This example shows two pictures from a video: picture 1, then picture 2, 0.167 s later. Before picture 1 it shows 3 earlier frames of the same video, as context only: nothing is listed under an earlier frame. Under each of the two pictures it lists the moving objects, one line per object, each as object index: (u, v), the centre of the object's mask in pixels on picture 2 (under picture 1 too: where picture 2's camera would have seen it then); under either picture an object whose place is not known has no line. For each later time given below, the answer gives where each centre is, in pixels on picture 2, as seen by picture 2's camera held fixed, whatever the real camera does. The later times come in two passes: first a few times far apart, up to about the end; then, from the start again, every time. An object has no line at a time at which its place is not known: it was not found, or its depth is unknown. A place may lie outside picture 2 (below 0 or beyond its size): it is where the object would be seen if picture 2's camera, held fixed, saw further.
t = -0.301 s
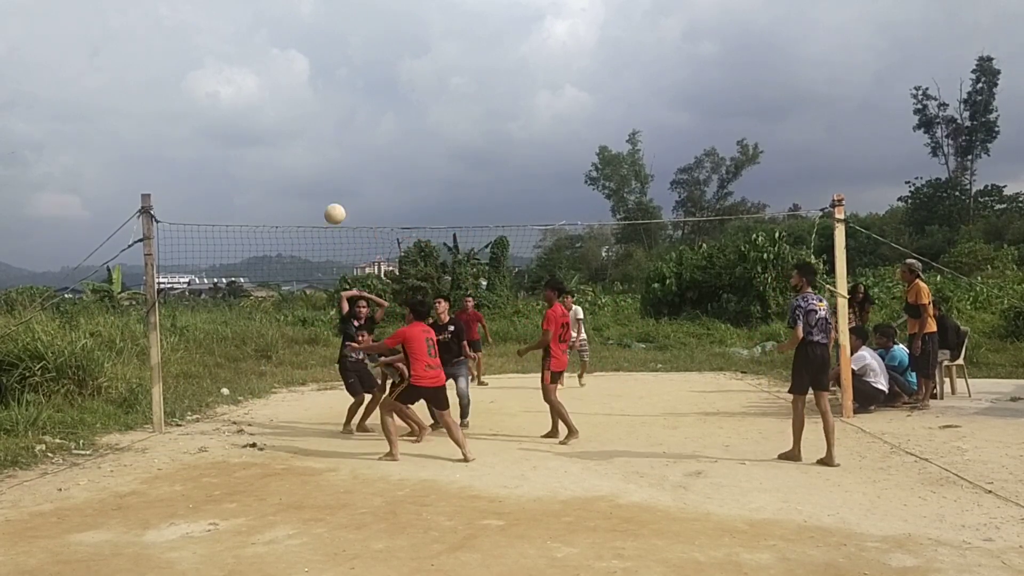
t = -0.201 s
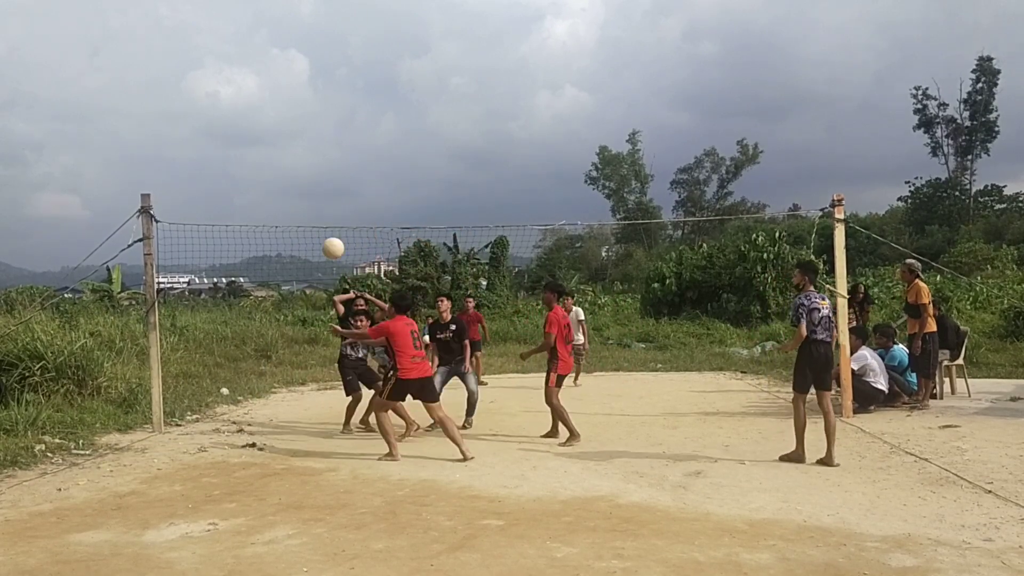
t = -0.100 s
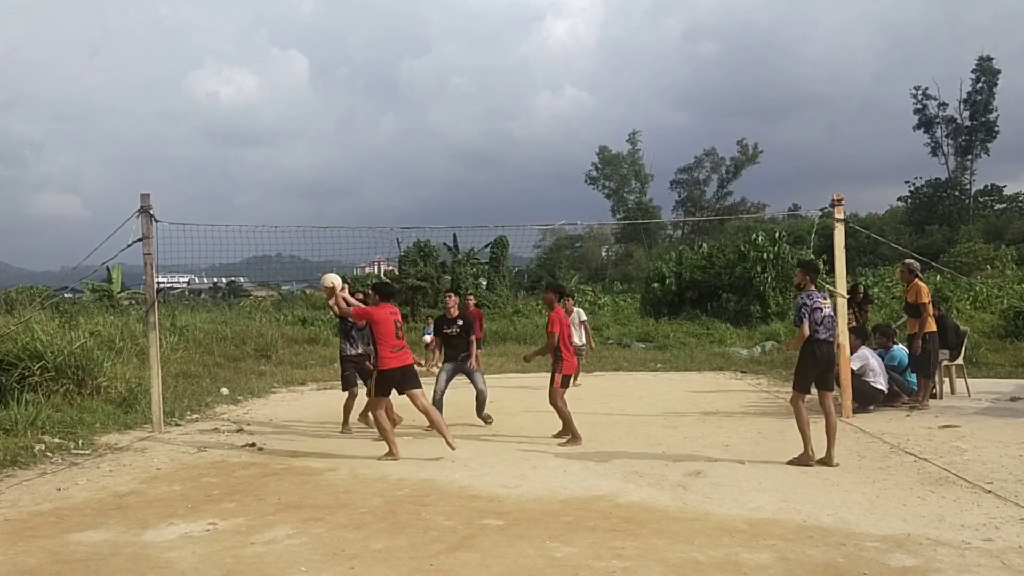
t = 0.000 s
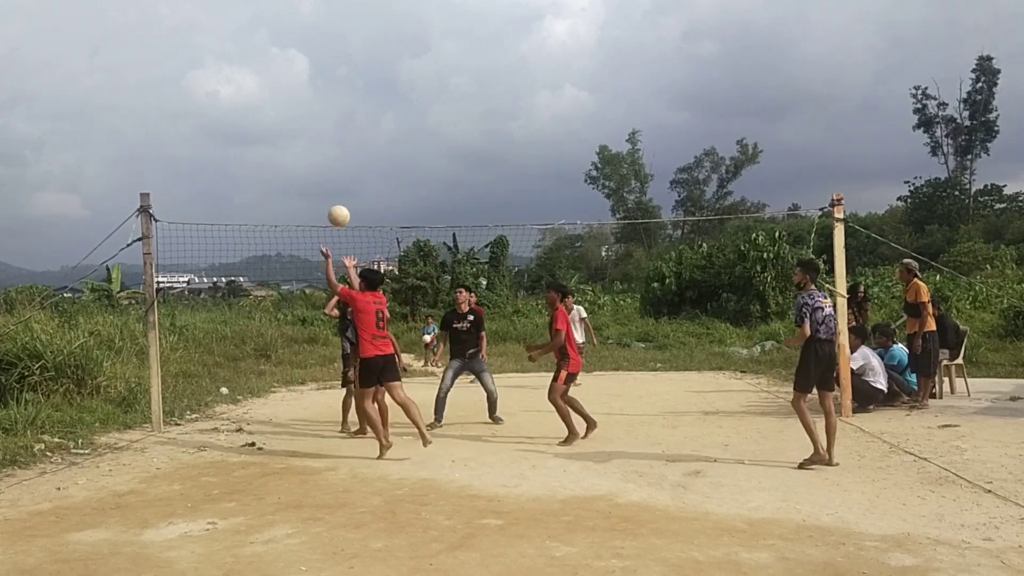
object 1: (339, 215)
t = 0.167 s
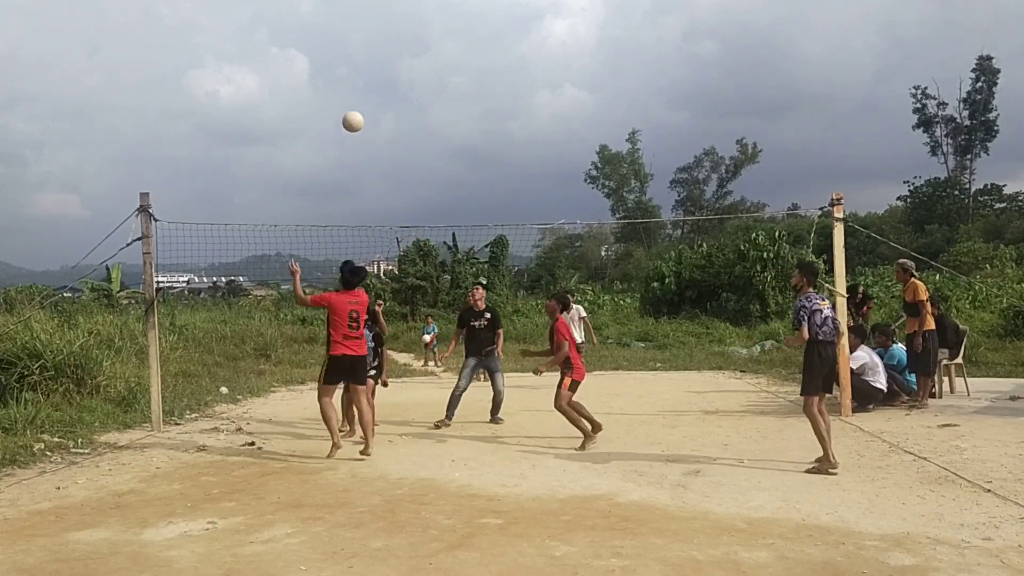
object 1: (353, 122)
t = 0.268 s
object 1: (361, 80)
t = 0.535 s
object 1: (382, 23)
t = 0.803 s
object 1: (401, 34)
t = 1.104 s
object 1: (422, 126)
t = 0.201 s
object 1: (356, 107)
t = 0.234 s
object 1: (358, 93)
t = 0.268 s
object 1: (361, 80)
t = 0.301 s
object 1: (364, 69)
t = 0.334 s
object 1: (366, 59)
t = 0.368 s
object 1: (369, 50)
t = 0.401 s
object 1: (371, 43)
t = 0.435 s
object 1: (374, 36)
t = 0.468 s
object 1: (376, 31)
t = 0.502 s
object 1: (379, 26)
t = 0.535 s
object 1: (382, 23)
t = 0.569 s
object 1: (384, 21)
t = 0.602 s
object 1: (387, 19)
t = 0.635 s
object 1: (389, 19)
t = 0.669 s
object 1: (392, 20)
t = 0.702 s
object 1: (394, 22)
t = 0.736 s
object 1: (396, 25)
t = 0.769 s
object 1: (399, 29)
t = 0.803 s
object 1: (401, 34)
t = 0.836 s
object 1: (404, 40)
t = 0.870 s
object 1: (406, 47)
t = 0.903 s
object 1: (408, 56)
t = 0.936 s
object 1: (410, 65)
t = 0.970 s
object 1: (412, 75)
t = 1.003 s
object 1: (415, 86)
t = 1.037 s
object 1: (417, 99)
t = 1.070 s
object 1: (419, 112)
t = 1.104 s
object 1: (422, 126)
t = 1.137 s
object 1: (424, 141)
